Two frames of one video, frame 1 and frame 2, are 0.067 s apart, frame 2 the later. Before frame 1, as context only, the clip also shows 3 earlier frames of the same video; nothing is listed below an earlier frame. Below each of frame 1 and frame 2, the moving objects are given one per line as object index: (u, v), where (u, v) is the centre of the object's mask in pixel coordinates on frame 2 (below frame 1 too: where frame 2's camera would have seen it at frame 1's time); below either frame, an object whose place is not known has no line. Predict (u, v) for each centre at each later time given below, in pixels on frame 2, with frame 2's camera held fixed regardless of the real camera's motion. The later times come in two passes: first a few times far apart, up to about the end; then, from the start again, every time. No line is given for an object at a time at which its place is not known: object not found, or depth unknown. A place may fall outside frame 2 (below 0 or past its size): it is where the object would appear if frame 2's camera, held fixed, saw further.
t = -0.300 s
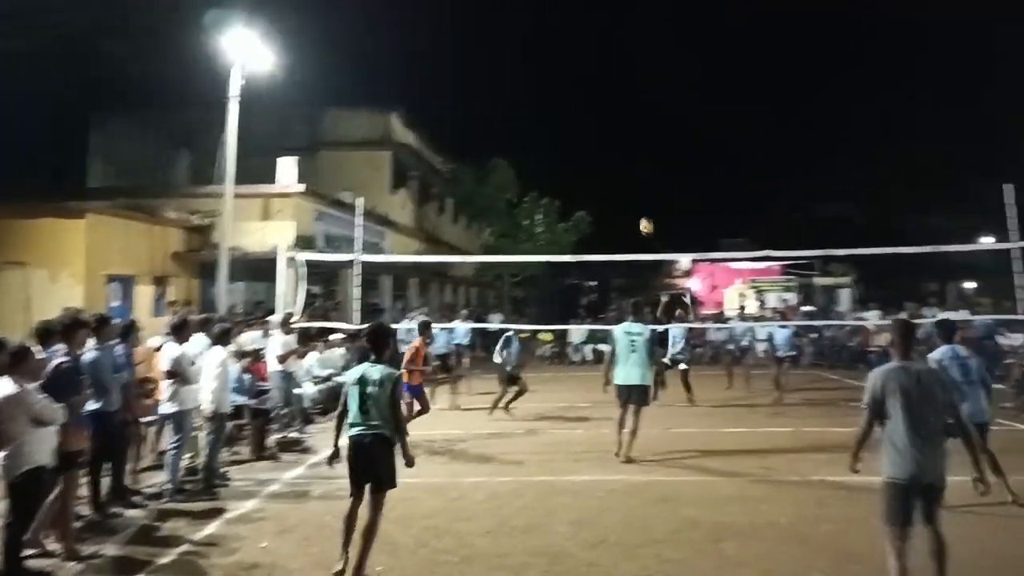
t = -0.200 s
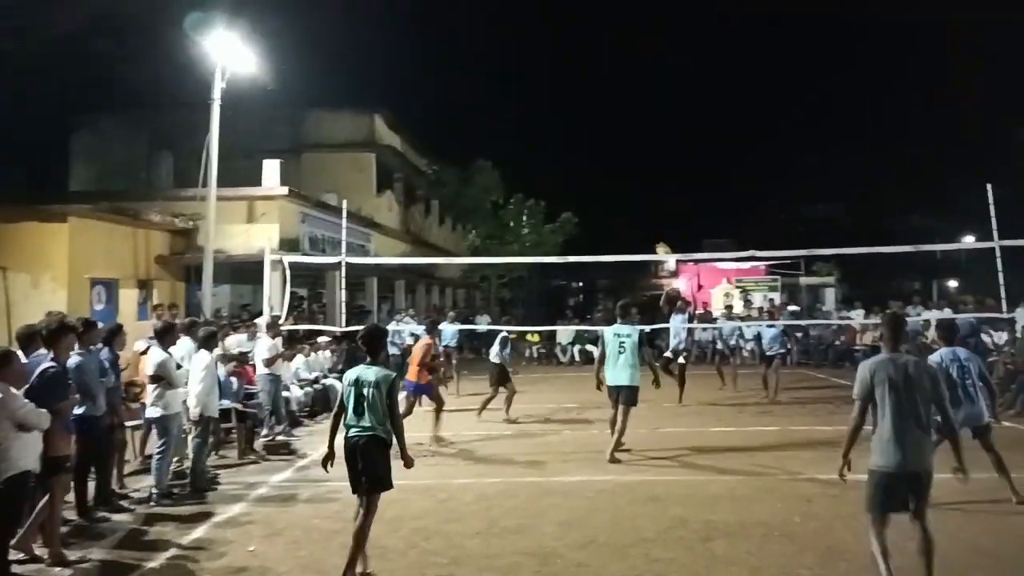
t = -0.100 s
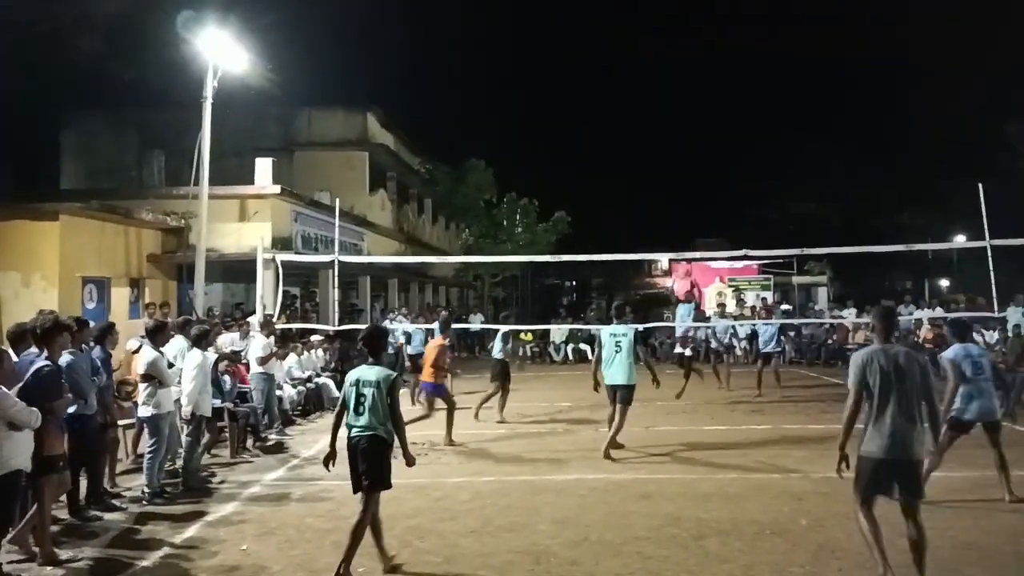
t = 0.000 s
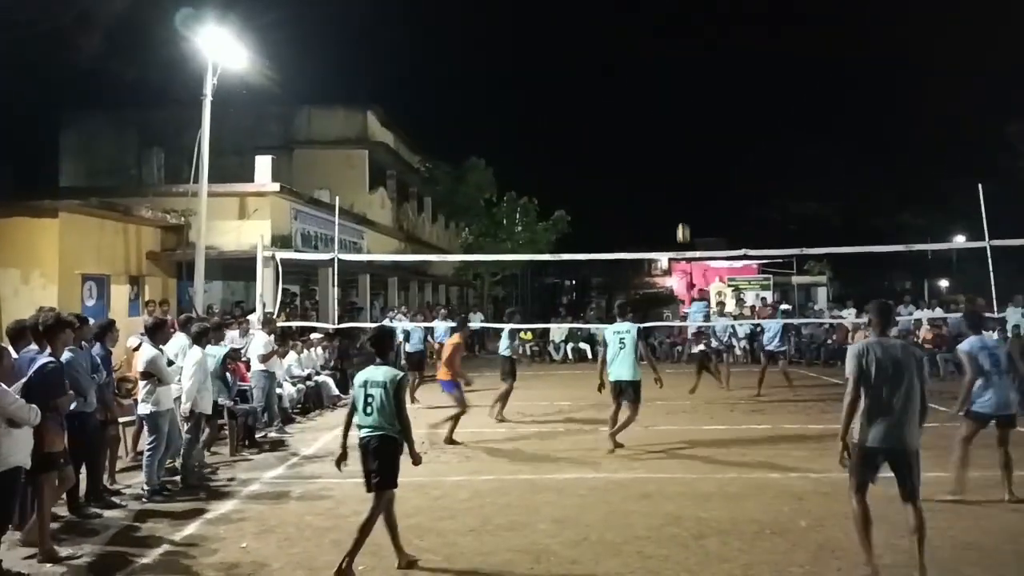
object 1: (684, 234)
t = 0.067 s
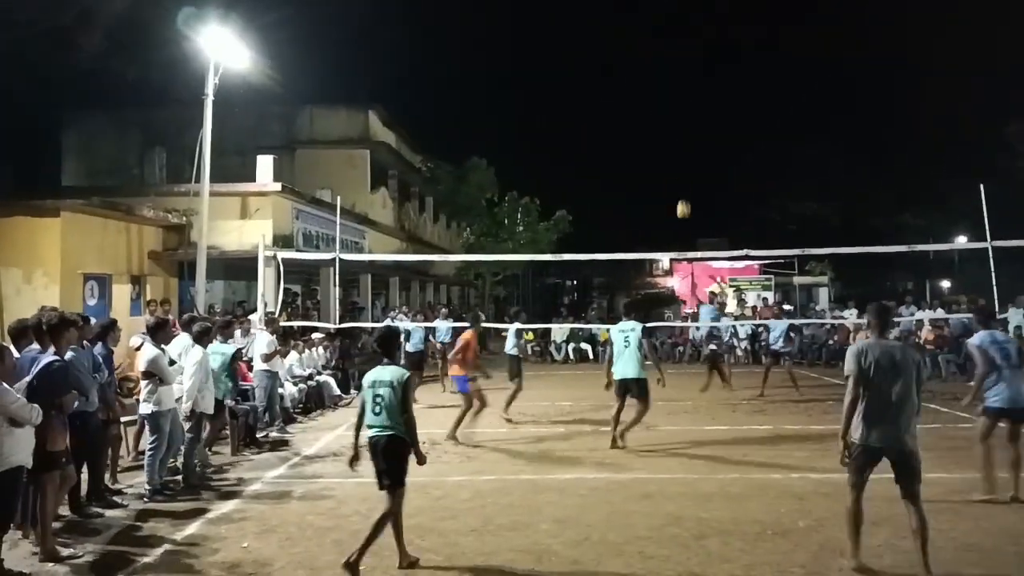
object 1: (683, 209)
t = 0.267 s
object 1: (679, 150)
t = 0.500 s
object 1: (676, 108)
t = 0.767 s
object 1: (670, 100)
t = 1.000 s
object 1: (666, 133)
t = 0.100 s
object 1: (682, 198)
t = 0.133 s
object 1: (682, 187)
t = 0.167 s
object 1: (681, 177)
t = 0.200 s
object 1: (680, 167)
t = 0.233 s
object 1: (679, 158)
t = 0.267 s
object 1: (679, 150)
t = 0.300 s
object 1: (679, 142)
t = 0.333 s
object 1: (678, 134)
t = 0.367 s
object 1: (677, 128)
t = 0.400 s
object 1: (677, 122)
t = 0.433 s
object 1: (677, 117)
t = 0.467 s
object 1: (676, 112)
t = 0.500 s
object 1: (676, 108)
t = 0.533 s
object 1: (675, 105)
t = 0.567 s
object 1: (674, 102)
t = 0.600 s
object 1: (674, 100)
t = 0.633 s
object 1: (673, 99)
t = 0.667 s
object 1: (672, 98)
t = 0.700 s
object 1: (672, 98)
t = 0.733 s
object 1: (671, 99)
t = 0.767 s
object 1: (670, 100)
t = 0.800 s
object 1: (670, 103)
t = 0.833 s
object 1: (669, 105)
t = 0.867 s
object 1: (669, 109)
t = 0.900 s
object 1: (668, 113)
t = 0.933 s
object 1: (668, 119)
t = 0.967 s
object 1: (667, 126)
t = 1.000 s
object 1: (666, 133)
